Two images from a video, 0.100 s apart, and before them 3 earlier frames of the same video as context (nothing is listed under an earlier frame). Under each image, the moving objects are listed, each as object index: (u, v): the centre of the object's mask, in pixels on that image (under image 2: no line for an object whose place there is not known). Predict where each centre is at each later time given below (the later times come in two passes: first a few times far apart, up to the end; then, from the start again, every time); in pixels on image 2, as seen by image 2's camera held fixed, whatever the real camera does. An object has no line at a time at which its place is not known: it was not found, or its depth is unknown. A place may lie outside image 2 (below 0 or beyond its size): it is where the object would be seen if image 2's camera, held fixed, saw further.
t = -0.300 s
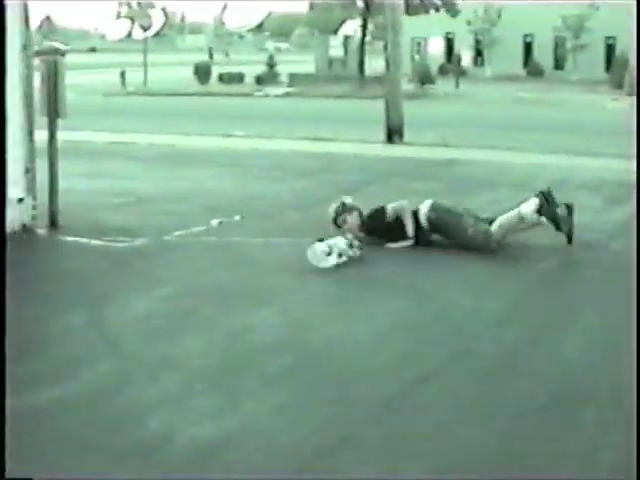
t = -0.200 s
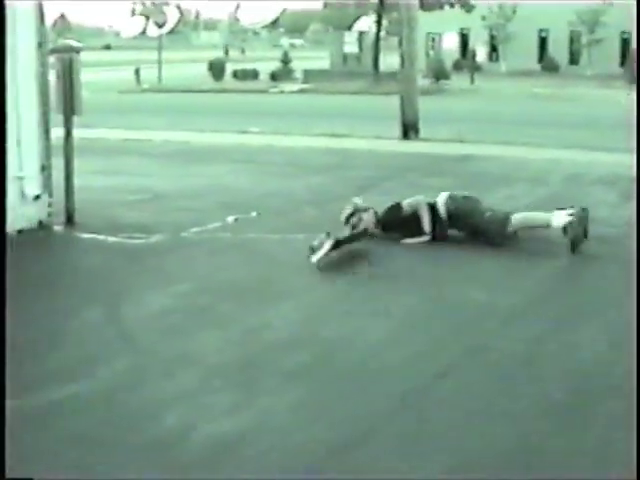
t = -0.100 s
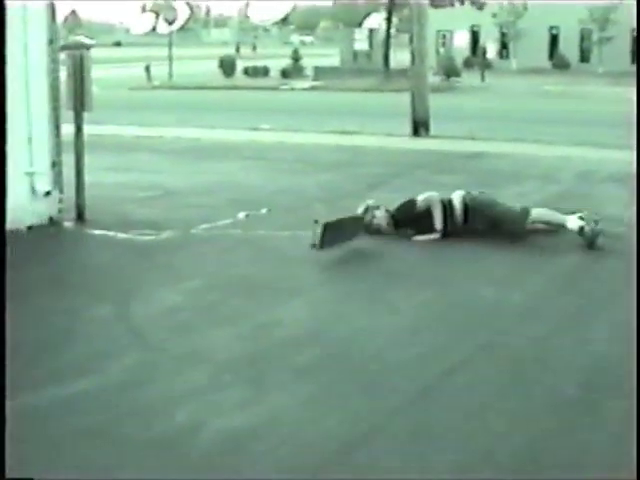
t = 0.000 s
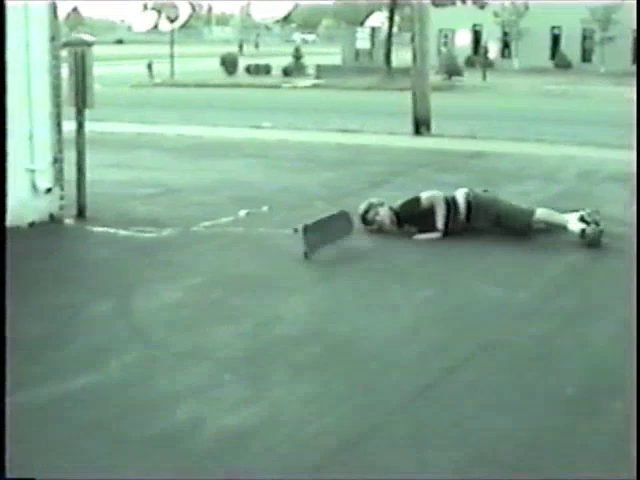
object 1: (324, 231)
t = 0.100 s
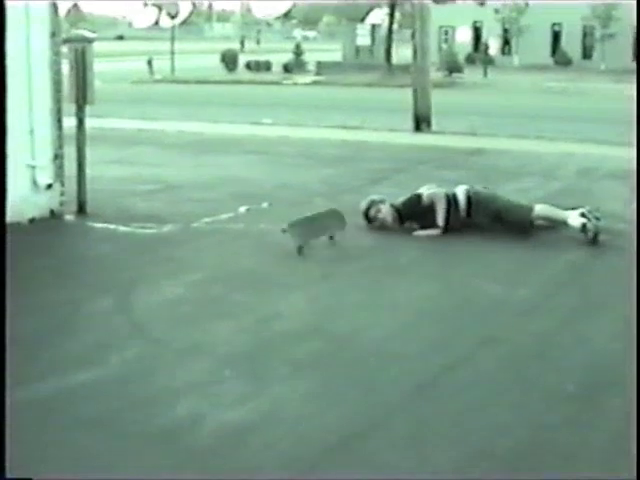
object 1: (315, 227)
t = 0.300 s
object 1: (293, 239)
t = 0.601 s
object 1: (292, 240)
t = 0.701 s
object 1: (292, 241)
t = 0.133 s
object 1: (311, 228)
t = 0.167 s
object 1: (307, 229)
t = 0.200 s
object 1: (300, 240)
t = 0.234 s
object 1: (295, 240)
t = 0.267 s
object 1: (293, 239)
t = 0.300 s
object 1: (293, 239)
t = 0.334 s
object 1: (292, 240)
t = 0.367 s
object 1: (293, 240)
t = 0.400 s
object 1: (292, 240)
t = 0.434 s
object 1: (292, 240)
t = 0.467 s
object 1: (292, 241)
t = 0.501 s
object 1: (291, 240)
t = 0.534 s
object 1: (292, 241)
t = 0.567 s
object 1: (292, 240)
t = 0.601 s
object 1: (292, 240)
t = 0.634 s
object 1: (292, 240)
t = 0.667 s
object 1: (291, 240)
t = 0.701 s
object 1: (292, 241)
